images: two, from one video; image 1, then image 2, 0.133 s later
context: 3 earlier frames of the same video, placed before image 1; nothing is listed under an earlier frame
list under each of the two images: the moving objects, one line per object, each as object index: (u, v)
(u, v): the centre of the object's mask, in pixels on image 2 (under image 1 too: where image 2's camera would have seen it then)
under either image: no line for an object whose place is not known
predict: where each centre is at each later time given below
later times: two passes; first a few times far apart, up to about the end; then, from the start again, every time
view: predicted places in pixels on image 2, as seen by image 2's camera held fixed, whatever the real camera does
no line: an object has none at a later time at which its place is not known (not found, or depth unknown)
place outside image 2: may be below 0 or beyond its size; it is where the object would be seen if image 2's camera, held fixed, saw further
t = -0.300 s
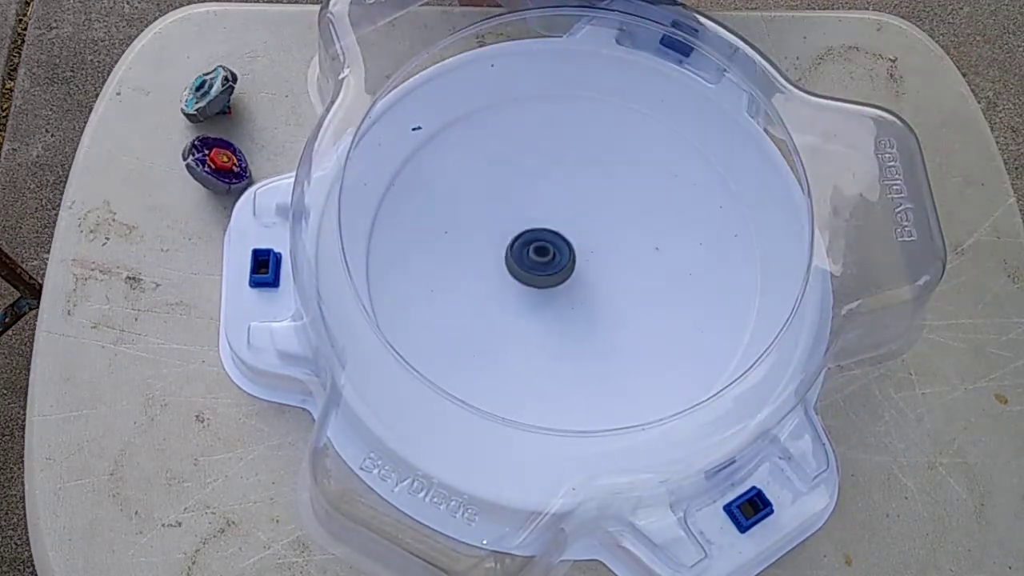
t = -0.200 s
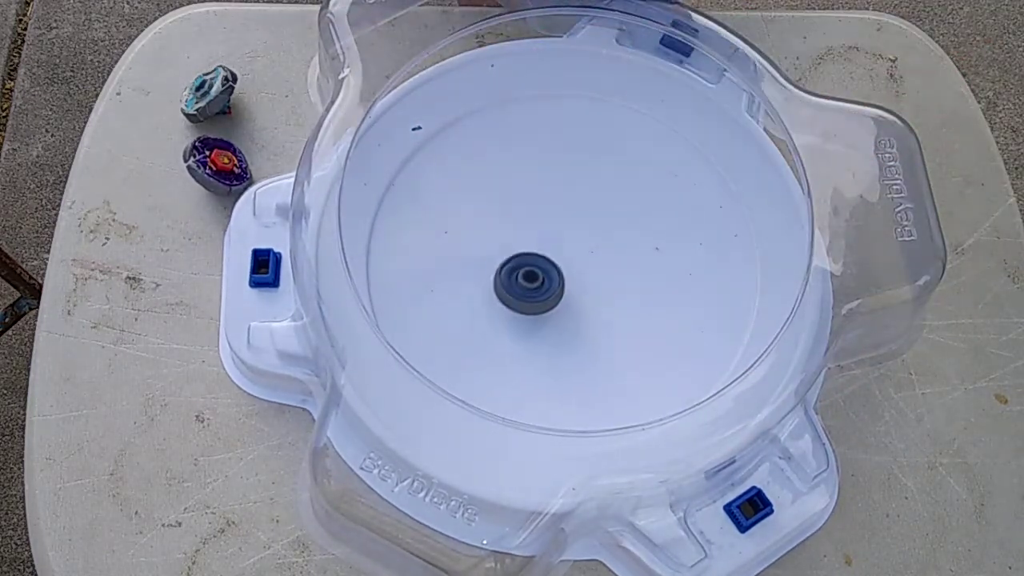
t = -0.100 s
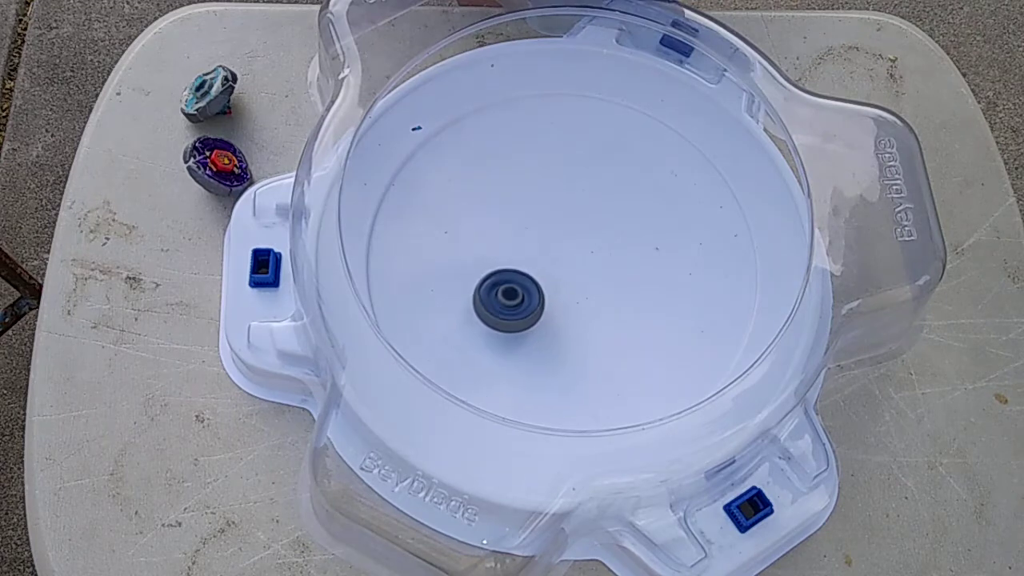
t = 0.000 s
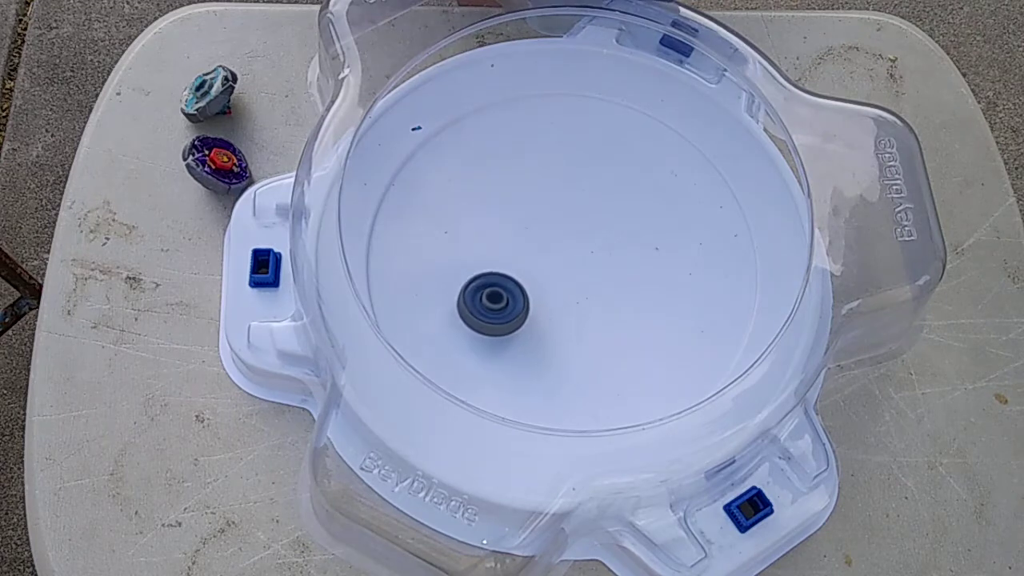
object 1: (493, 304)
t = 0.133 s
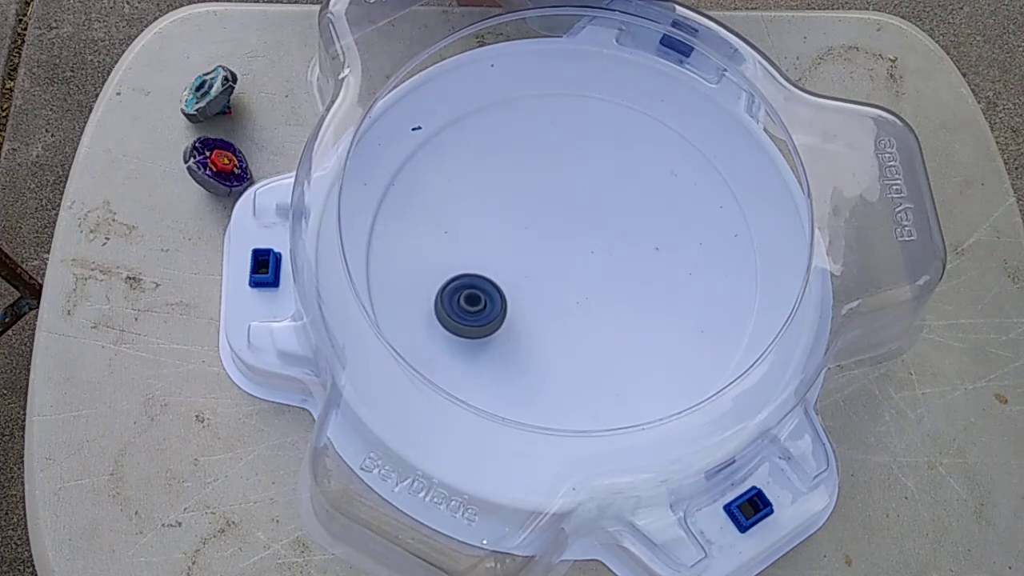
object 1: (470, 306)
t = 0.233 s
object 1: (457, 308)
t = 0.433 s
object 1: (446, 317)
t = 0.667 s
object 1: (463, 304)
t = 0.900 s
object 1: (463, 247)
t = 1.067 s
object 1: (449, 219)
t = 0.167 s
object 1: (466, 307)
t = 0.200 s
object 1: (461, 307)
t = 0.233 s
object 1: (457, 308)
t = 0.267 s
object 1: (453, 309)
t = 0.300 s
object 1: (450, 311)
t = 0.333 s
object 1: (448, 312)
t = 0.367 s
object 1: (447, 314)
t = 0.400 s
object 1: (446, 315)
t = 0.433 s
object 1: (446, 317)
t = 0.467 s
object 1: (447, 319)
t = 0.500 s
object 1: (449, 320)
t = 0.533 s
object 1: (452, 320)
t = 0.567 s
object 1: (455, 318)
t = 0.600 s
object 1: (458, 315)
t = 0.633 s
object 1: (460, 310)
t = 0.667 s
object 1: (463, 304)
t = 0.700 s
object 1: (464, 297)
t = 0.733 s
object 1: (466, 289)
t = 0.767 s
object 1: (467, 280)
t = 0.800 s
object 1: (467, 271)
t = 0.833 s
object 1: (466, 263)
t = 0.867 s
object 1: (465, 255)
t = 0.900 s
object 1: (463, 247)
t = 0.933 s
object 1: (461, 239)
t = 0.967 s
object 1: (459, 233)
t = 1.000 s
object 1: (456, 227)
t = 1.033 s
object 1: (453, 222)
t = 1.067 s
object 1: (449, 219)
